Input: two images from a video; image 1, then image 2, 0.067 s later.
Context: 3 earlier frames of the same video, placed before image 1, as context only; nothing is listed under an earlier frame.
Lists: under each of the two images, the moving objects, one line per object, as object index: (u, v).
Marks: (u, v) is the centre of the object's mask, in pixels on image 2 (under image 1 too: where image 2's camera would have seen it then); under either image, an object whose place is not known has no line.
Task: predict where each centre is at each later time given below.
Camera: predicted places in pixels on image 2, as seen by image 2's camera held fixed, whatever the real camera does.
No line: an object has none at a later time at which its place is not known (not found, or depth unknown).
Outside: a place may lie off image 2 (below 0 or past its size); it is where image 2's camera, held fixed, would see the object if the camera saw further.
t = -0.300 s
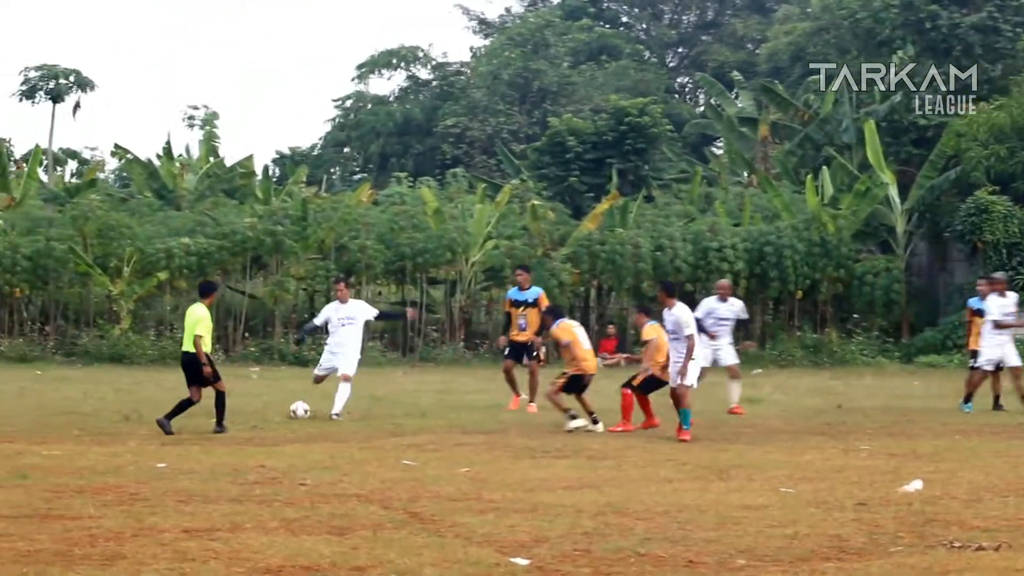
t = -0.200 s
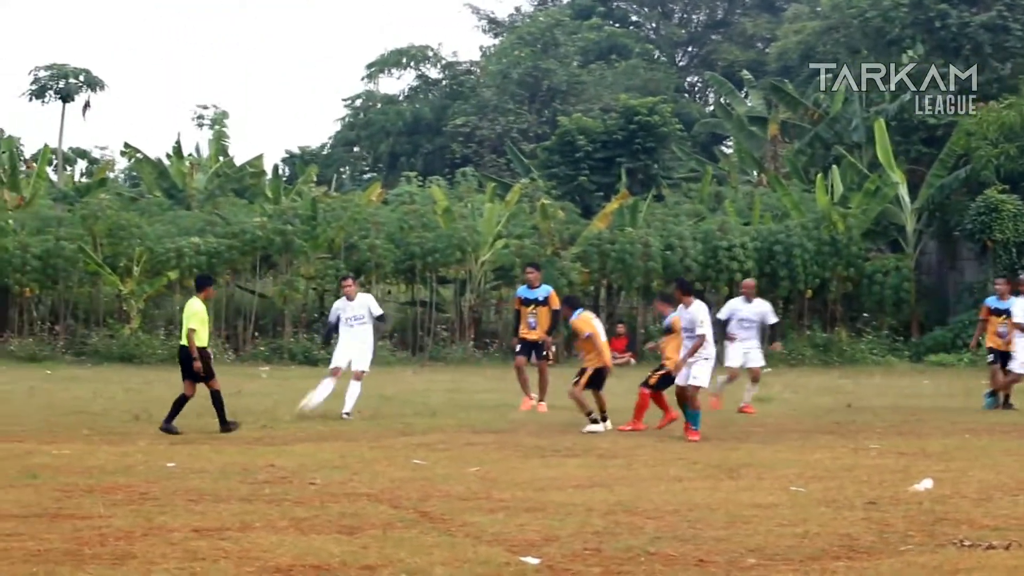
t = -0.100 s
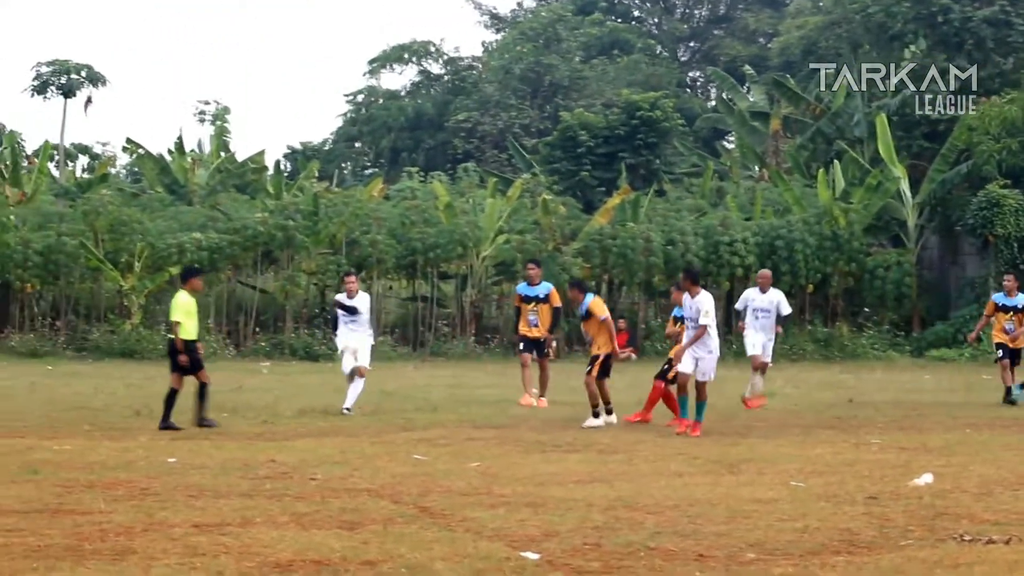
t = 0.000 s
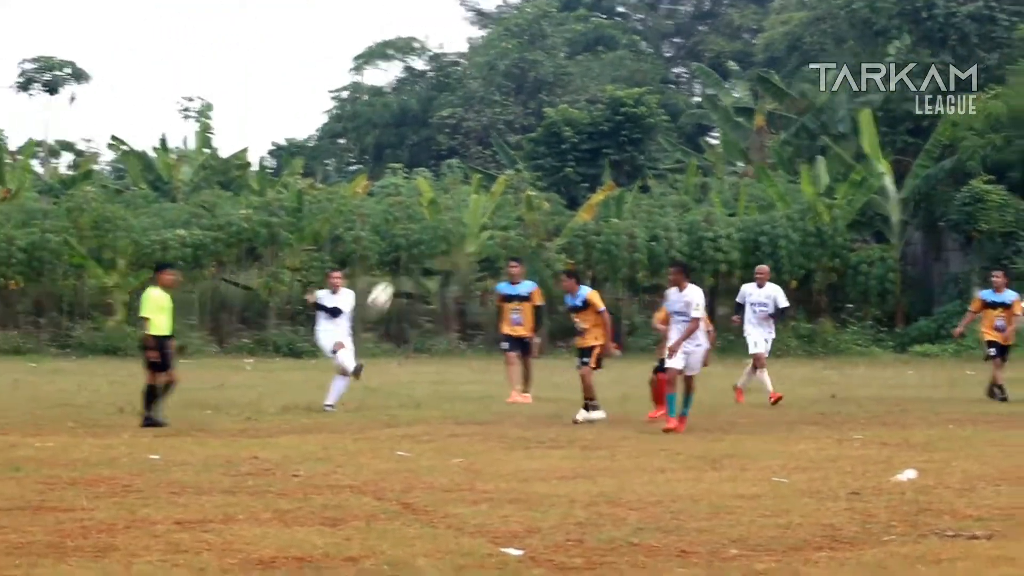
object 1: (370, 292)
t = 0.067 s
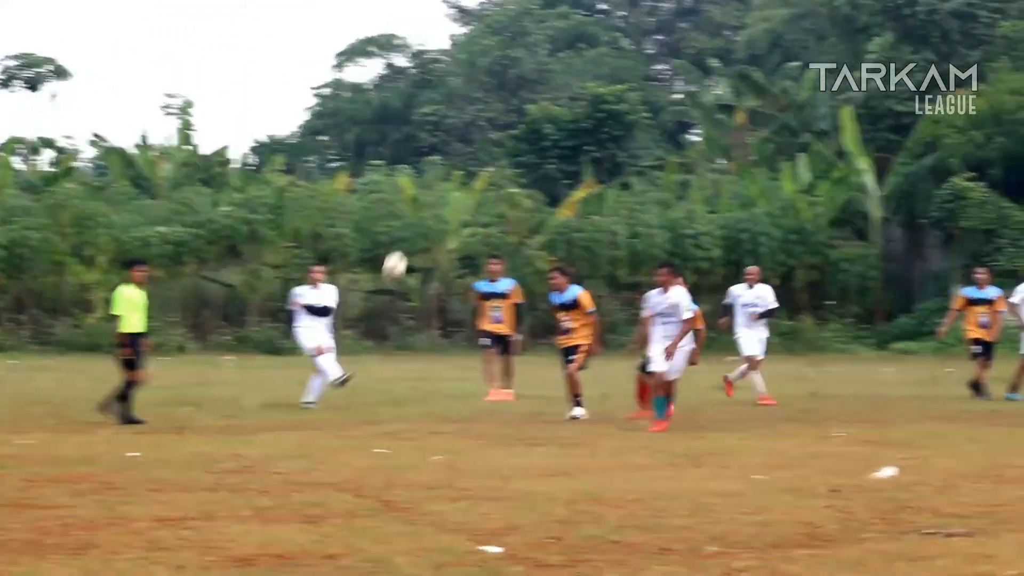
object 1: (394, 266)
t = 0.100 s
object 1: (407, 252)
